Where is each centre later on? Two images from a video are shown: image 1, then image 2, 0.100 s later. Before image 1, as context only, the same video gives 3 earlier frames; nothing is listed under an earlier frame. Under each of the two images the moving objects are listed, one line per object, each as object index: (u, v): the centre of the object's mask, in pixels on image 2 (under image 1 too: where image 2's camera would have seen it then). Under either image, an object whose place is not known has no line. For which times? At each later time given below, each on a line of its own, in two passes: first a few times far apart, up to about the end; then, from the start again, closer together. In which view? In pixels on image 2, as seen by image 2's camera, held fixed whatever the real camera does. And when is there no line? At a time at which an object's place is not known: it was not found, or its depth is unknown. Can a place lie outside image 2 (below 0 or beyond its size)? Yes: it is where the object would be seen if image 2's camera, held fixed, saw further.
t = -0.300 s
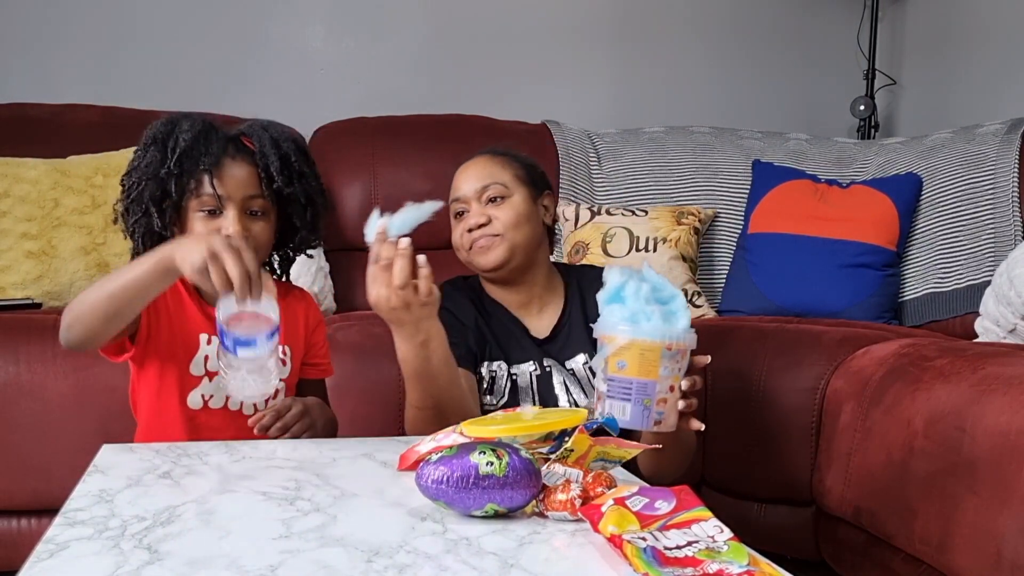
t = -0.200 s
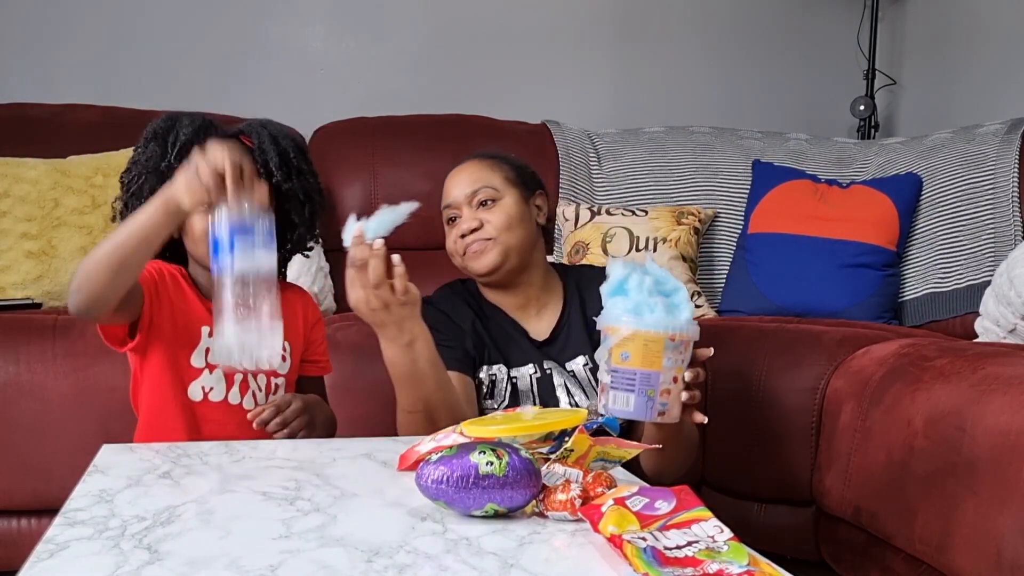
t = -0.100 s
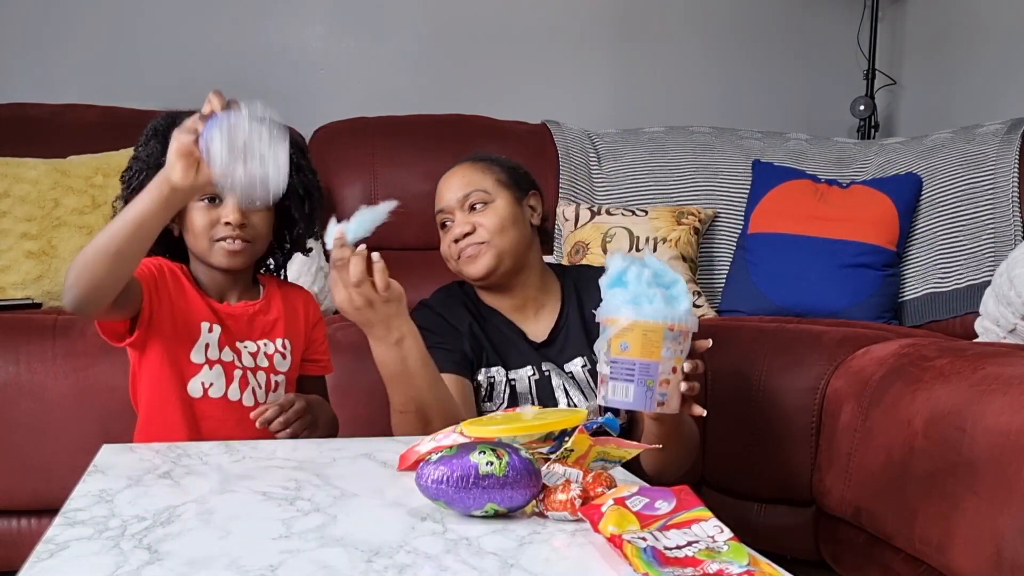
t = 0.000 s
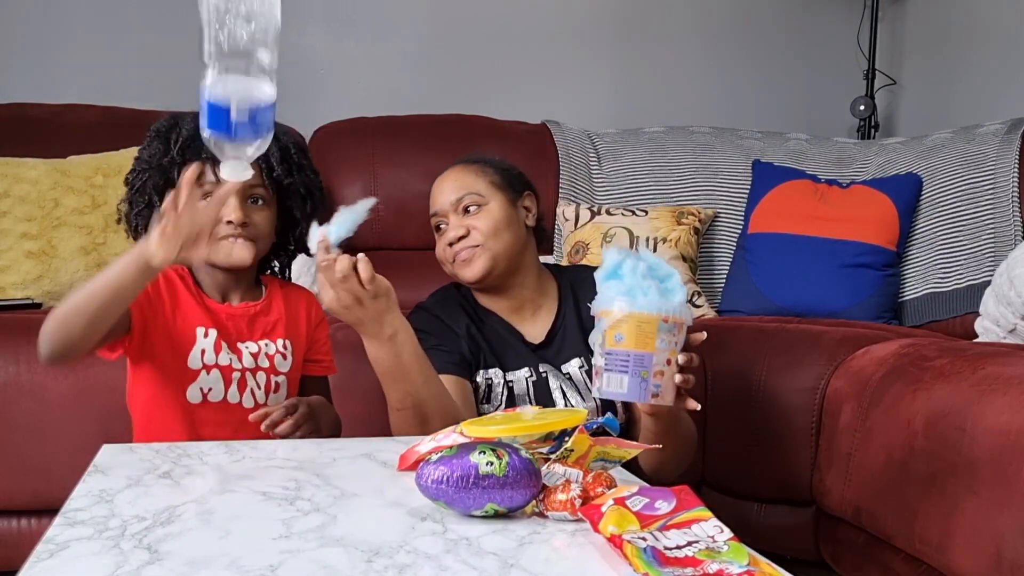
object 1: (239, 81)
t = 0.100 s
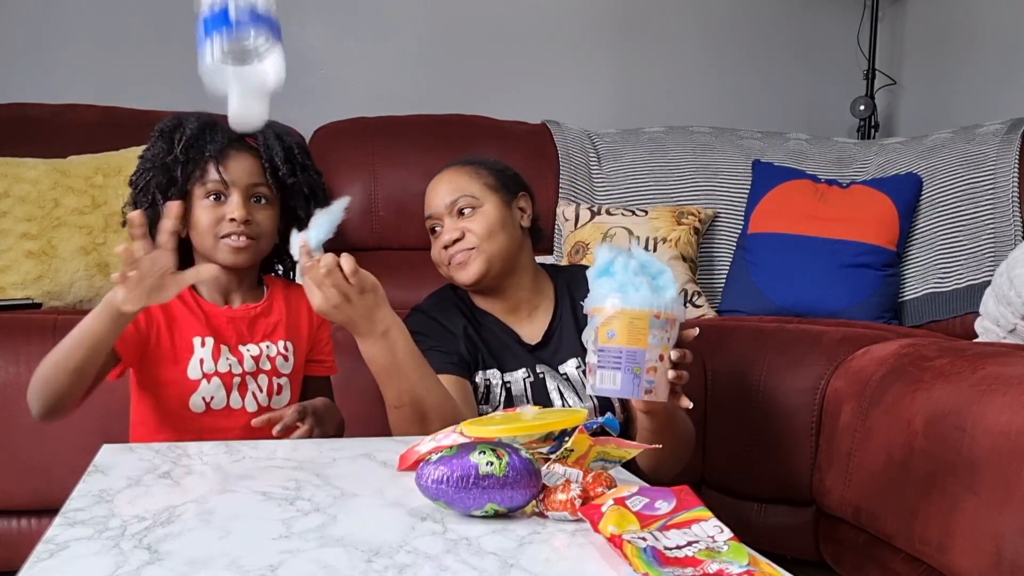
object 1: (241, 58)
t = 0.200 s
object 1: (227, 64)
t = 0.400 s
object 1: (208, 428)
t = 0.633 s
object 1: (203, 435)
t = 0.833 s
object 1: (204, 434)
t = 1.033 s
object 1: (204, 434)
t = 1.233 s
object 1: (204, 434)
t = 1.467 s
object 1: (204, 434)
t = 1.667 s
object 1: (204, 435)
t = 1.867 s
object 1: (204, 435)
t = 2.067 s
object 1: (204, 434)
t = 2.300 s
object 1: (204, 435)
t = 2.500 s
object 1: (204, 435)
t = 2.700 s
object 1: (204, 435)
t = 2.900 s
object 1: (204, 435)
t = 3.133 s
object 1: (204, 435)
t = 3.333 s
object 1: (203, 435)
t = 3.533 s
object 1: (202, 436)
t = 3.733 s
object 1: (203, 435)
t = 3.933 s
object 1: (202, 435)
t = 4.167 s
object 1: (203, 435)
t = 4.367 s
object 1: (203, 435)
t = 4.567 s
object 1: (203, 435)
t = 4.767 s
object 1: (202, 436)
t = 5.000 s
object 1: (203, 435)
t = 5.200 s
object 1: (203, 435)
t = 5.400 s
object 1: (203, 435)
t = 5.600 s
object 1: (203, 435)
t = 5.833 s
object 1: (203, 435)
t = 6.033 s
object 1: (203, 435)
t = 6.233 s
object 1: (203, 435)
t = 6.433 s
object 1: (203, 435)
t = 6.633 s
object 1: (203, 435)
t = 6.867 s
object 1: (203, 435)
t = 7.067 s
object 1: (203, 435)
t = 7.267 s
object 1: (203, 435)
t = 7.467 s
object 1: (203, 435)
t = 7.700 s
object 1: (203, 435)
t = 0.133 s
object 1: (240, 40)
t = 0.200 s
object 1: (227, 64)
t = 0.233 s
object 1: (223, 99)
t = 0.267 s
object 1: (219, 155)
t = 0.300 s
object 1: (214, 237)
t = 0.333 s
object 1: (210, 340)
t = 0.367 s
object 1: (207, 427)
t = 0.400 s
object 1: (208, 428)
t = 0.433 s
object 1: (208, 429)
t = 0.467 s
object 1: (205, 430)
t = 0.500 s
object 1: (204, 432)
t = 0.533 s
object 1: (205, 433)
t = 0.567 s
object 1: (208, 434)
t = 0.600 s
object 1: (205, 435)
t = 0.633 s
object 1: (203, 435)
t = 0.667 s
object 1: (204, 434)
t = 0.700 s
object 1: (204, 434)
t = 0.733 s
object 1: (203, 434)
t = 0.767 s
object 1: (202, 434)
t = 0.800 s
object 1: (203, 434)
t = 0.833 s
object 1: (204, 434)
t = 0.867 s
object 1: (203, 434)
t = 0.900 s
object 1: (204, 434)
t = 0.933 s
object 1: (204, 434)
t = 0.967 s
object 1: (203, 434)
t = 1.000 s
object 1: (203, 434)
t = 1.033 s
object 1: (204, 434)
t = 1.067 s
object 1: (204, 435)
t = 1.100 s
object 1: (204, 435)
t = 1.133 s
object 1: (204, 435)
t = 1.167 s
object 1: (204, 434)
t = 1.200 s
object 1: (204, 434)
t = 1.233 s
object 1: (204, 434)
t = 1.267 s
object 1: (204, 435)
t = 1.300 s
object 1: (204, 435)
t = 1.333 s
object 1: (204, 435)
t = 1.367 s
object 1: (204, 435)
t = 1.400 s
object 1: (204, 434)
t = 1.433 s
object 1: (204, 434)
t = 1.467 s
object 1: (204, 434)
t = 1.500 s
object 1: (204, 434)
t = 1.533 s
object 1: (204, 434)
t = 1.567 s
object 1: (204, 434)
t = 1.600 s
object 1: (204, 434)
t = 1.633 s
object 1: (204, 434)
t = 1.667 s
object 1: (204, 435)
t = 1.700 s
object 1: (204, 435)
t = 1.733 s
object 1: (204, 434)
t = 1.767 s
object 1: (204, 435)
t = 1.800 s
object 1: (204, 435)
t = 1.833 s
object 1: (204, 435)
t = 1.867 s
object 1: (204, 435)
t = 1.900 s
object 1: (204, 435)
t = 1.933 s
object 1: (204, 435)
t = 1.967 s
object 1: (204, 435)
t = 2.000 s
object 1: (204, 435)
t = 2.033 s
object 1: (204, 435)
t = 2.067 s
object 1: (204, 434)
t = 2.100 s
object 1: (204, 435)
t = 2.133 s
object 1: (204, 435)
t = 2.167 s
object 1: (204, 435)
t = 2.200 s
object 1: (204, 435)
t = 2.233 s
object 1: (204, 435)
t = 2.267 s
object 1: (204, 435)
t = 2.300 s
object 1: (204, 435)
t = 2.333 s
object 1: (204, 435)
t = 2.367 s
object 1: (204, 435)
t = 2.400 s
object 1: (204, 435)
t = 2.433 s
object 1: (204, 435)
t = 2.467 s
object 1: (204, 435)
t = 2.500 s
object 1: (204, 435)
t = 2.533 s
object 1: (204, 435)
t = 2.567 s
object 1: (204, 435)
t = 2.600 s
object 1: (204, 435)
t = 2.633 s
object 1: (204, 435)
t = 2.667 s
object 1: (204, 435)
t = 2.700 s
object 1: (204, 435)
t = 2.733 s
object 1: (204, 435)
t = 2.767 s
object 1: (204, 435)
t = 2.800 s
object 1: (204, 435)
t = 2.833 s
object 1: (204, 435)
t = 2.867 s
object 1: (204, 435)
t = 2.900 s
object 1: (204, 435)
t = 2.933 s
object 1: (204, 435)
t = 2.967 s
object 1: (204, 435)
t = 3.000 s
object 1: (204, 435)
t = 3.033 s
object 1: (204, 435)
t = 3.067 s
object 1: (204, 435)
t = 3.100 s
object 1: (204, 435)
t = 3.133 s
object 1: (204, 435)
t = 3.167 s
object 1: (204, 435)
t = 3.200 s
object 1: (204, 435)
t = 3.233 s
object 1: (204, 435)
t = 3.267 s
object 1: (204, 435)
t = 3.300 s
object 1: (204, 435)
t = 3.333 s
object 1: (203, 435)
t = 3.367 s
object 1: (204, 435)
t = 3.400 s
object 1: (204, 435)
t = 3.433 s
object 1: (204, 435)
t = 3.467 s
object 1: (203, 435)
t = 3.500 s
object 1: (203, 435)
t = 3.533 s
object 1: (202, 436)
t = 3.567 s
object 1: (202, 435)
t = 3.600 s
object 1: (203, 435)
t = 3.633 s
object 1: (203, 435)
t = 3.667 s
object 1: (202, 435)
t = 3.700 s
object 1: (203, 435)
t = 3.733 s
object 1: (203, 435)
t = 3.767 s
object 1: (203, 435)
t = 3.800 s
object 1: (203, 435)
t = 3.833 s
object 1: (203, 435)
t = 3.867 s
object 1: (203, 435)
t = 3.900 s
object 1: (203, 435)
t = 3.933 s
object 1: (202, 435)
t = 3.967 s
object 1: (203, 435)
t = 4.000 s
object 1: (203, 435)
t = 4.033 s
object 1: (203, 435)
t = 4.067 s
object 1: (203, 435)
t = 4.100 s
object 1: (203, 435)
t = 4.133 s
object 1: (203, 435)
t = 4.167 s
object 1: (203, 435)
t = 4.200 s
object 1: (203, 435)
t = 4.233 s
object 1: (203, 435)
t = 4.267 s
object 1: (203, 435)
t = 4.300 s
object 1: (202, 436)
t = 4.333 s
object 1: (202, 436)
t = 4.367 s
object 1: (203, 435)
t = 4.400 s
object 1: (203, 436)
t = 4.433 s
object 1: (203, 435)
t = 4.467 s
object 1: (203, 435)
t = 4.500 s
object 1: (202, 436)
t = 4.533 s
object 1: (202, 435)
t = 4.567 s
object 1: (203, 435)
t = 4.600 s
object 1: (203, 436)
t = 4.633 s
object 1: (202, 435)
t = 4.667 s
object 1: (203, 435)
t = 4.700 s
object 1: (203, 435)
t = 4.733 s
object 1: (202, 435)
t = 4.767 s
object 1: (202, 436)
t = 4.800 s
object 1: (203, 435)
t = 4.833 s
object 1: (203, 435)
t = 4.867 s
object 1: (202, 435)
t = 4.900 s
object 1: (203, 435)
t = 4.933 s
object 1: (203, 435)
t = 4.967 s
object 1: (203, 436)
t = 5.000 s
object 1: (203, 435)
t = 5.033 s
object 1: (203, 435)
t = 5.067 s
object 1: (203, 435)
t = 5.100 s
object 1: (203, 435)
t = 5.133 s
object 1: (203, 435)
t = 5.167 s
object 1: (203, 435)
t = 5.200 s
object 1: (203, 435)
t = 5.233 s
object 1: (203, 435)
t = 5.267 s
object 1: (203, 435)
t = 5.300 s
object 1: (203, 435)
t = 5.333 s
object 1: (203, 435)
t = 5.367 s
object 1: (203, 435)
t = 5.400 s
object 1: (203, 435)
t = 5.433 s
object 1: (203, 435)
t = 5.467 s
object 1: (203, 435)
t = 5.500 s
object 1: (203, 435)
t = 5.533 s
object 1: (203, 435)
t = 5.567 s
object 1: (203, 435)
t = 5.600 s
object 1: (203, 435)
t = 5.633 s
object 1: (203, 435)
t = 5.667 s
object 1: (203, 435)
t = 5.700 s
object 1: (203, 435)
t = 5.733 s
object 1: (203, 435)
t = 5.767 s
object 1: (203, 435)
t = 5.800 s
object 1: (203, 435)
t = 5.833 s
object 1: (203, 435)
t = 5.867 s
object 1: (203, 435)
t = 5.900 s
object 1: (203, 435)
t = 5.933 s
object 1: (203, 435)
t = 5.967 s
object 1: (203, 435)
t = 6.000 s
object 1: (203, 435)
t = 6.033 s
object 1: (203, 435)
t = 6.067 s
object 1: (203, 435)
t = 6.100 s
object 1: (203, 435)
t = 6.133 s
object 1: (203, 435)
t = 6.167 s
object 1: (203, 435)
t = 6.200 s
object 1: (203, 435)
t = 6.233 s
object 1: (203, 435)
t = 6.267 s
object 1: (203, 435)
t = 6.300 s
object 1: (203, 435)
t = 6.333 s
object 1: (203, 435)
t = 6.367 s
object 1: (203, 435)
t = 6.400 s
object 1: (203, 435)
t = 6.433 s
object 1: (203, 435)
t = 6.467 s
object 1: (203, 435)
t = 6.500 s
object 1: (203, 435)
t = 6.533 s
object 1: (203, 435)
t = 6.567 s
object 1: (203, 435)
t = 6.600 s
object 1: (203, 435)
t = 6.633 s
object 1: (203, 435)
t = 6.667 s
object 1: (203, 435)
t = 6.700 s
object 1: (203, 435)
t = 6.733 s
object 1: (203, 435)
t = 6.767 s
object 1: (203, 435)
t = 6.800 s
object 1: (203, 435)
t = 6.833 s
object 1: (203, 435)
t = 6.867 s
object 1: (203, 435)
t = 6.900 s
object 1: (203, 435)
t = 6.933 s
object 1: (203, 435)
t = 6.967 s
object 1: (203, 435)
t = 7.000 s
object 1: (203, 435)
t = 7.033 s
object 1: (203, 435)
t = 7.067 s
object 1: (203, 435)
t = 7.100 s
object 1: (203, 435)
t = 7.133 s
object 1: (203, 435)
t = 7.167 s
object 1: (203, 435)
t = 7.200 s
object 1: (203, 435)
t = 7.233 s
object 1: (203, 435)
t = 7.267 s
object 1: (203, 435)
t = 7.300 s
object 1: (203, 435)
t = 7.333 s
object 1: (203, 435)
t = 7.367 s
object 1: (203, 435)
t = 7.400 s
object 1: (203, 435)
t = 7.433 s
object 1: (203, 435)
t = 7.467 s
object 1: (203, 435)
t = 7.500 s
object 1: (203, 436)
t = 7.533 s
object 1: (203, 436)
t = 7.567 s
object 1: (203, 436)
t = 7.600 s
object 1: (203, 435)
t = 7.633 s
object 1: (203, 435)
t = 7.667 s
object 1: (203, 435)
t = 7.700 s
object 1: (203, 435)
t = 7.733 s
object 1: (203, 435)
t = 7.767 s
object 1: (203, 435)
